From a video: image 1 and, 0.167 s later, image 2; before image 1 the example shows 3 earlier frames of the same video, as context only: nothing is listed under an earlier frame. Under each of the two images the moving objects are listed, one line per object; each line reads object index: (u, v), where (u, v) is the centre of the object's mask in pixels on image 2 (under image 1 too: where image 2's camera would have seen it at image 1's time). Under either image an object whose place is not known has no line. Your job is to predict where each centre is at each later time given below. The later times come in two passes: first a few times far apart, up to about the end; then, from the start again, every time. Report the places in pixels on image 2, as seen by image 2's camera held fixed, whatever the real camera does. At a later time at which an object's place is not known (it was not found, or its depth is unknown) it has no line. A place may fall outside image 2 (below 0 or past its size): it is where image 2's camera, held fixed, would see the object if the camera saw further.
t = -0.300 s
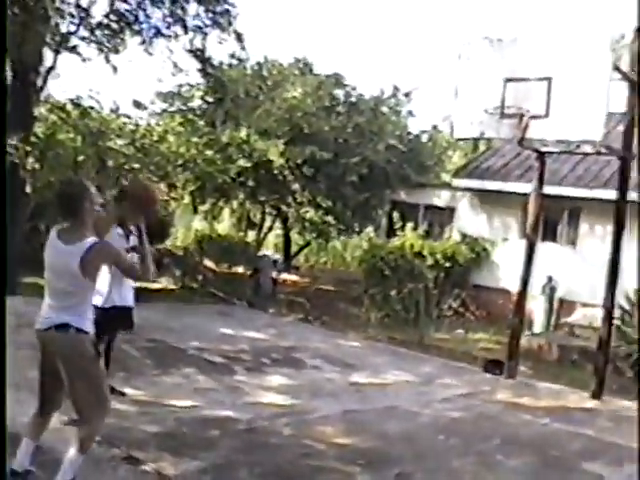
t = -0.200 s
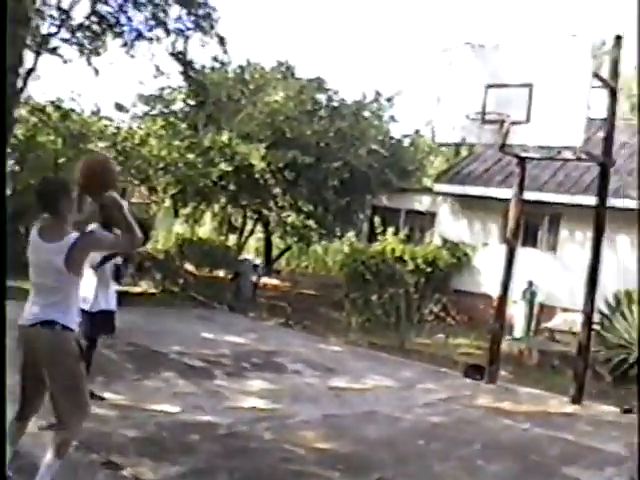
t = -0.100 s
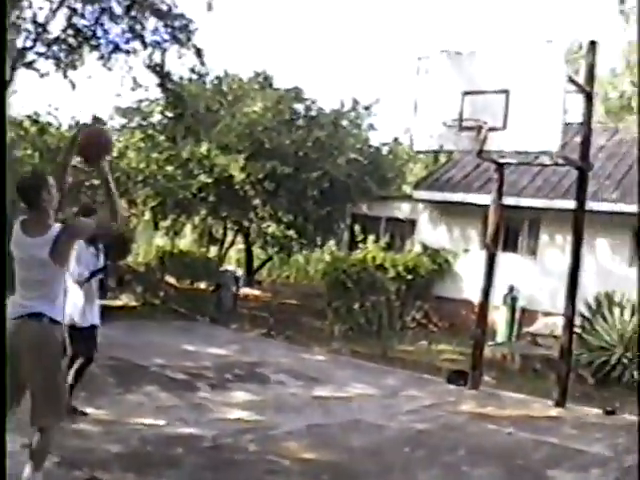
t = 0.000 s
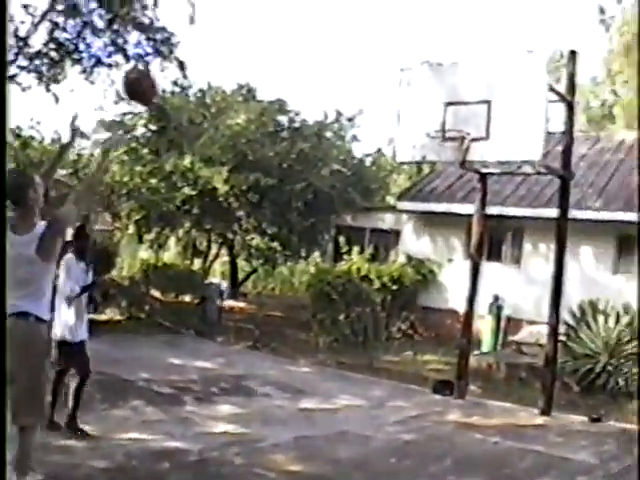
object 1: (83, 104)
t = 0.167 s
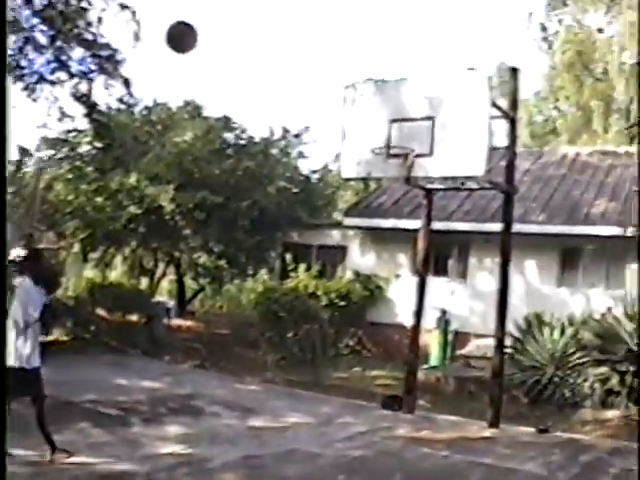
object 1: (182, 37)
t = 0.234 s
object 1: (212, 26)
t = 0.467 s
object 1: (296, 33)
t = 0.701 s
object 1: (352, 91)
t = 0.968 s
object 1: (375, 124)
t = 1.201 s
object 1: (371, 141)
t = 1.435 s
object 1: (379, 141)
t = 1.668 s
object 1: (381, 152)
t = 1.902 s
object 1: (369, 183)
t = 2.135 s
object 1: (353, 265)
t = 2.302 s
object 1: (339, 348)
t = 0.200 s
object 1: (197, 31)
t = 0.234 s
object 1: (212, 26)
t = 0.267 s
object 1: (226, 23)
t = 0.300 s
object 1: (240, 21)
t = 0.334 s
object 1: (252, 21)
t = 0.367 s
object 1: (264, 22)
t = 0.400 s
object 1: (275, 24)
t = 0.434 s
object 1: (286, 28)
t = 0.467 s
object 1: (296, 33)
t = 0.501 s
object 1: (305, 38)
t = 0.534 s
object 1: (314, 45)
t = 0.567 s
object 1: (323, 53)
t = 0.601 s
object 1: (331, 61)
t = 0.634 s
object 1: (338, 71)
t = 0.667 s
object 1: (346, 81)
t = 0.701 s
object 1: (352, 91)
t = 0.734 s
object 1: (358, 102)
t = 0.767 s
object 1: (364, 114)
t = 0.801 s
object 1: (371, 128)
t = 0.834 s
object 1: (376, 137)
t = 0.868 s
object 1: (376, 133)
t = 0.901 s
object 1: (375, 129)
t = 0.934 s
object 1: (376, 126)
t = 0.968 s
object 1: (375, 124)
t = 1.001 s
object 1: (375, 124)
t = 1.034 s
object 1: (374, 124)
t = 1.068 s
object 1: (374, 126)
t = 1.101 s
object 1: (373, 128)
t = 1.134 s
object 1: (373, 132)
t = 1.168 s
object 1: (371, 137)
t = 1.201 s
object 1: (371, 141)
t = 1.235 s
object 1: (372, 140)
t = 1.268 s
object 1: (373, 138)
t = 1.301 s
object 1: (375, 138)
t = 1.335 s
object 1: (377, 139)
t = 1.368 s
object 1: (377, 141)
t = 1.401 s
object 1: (378, 142)
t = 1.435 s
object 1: (379, 141)
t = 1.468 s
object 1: (379, 141)
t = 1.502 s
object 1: (380, 143)
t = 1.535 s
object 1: (381, 145)
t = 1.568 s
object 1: (381, 147)
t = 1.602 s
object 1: (382, 150)
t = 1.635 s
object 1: (381, 152)
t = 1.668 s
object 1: (381, 152)
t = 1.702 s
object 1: (379, 154)
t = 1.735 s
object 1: (377, 157)
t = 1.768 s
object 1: (375, 158)
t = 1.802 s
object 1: (374, 161)
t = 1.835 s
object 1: (370, 172)
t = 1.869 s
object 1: (370, 177)
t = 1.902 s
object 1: (369, 183)
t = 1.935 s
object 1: (368, 191)
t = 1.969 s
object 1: (366, 204)
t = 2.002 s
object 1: (361, 212)
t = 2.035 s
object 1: (361, 221)
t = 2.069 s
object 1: (355, 236)
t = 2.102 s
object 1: (357, 250)
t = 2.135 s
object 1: (353, 265)
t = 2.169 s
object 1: (351, 279)
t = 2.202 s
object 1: (349, 294)
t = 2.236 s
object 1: (346, 314)
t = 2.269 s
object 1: (343, 330)
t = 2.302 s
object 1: (339, 348)
